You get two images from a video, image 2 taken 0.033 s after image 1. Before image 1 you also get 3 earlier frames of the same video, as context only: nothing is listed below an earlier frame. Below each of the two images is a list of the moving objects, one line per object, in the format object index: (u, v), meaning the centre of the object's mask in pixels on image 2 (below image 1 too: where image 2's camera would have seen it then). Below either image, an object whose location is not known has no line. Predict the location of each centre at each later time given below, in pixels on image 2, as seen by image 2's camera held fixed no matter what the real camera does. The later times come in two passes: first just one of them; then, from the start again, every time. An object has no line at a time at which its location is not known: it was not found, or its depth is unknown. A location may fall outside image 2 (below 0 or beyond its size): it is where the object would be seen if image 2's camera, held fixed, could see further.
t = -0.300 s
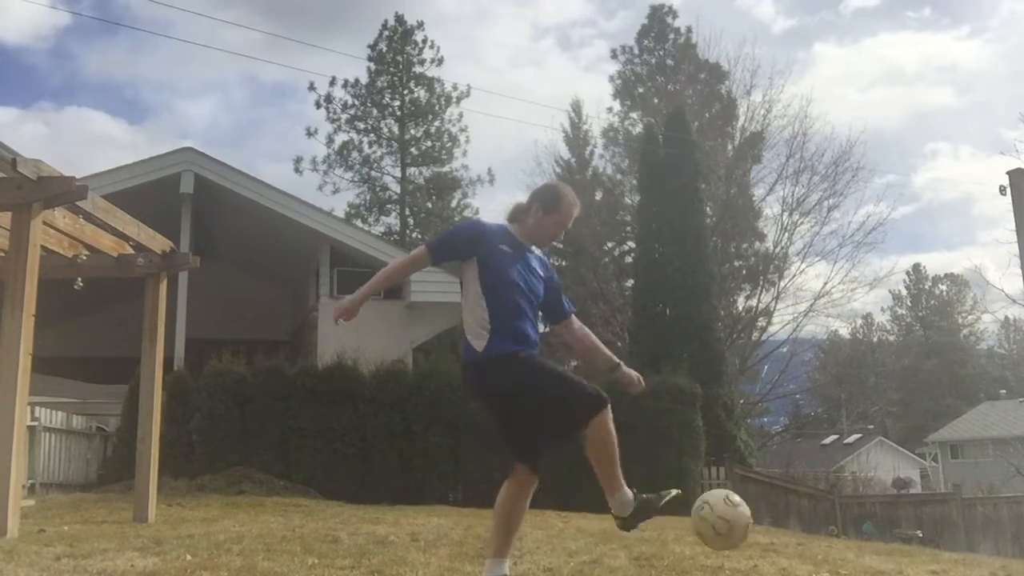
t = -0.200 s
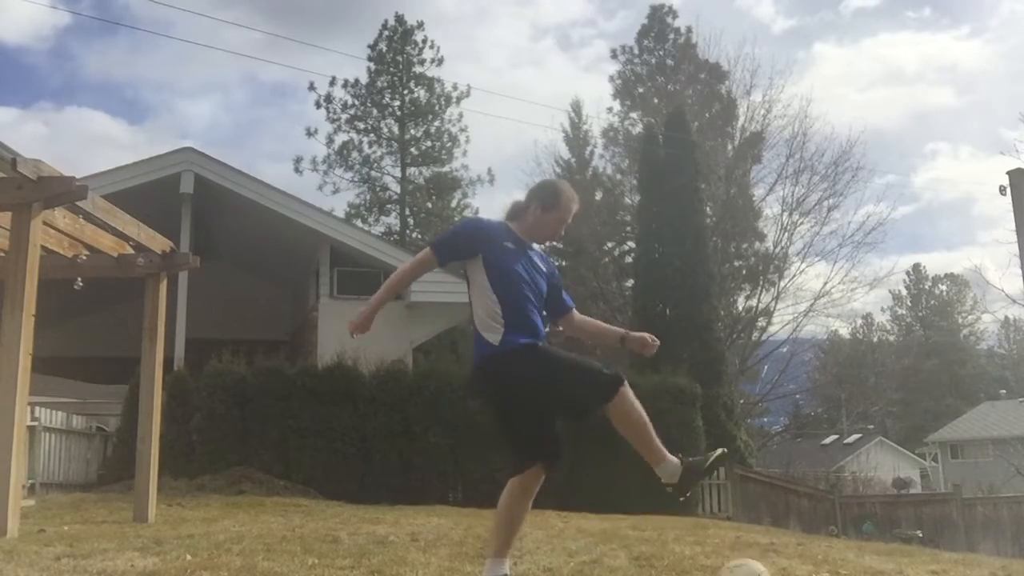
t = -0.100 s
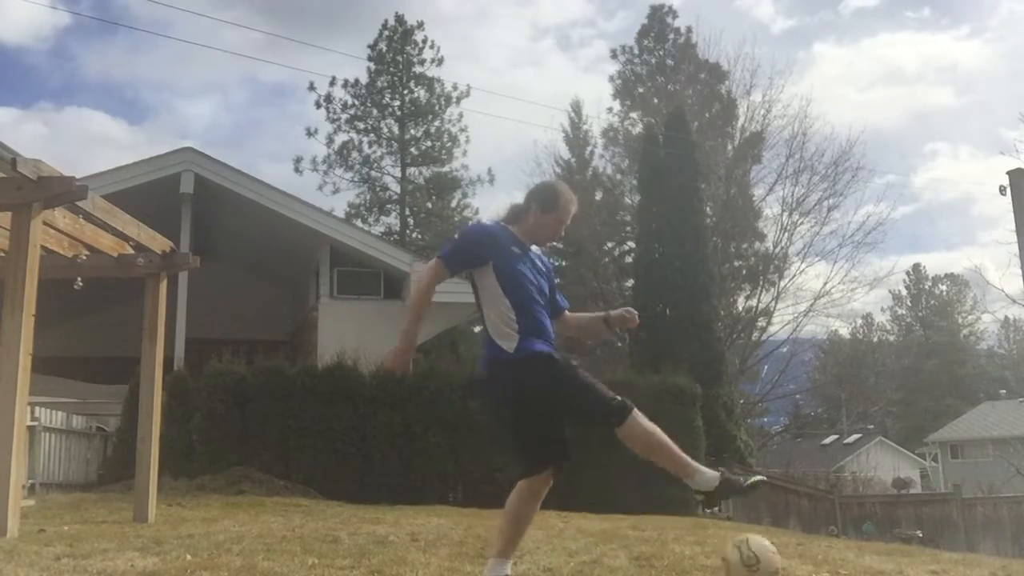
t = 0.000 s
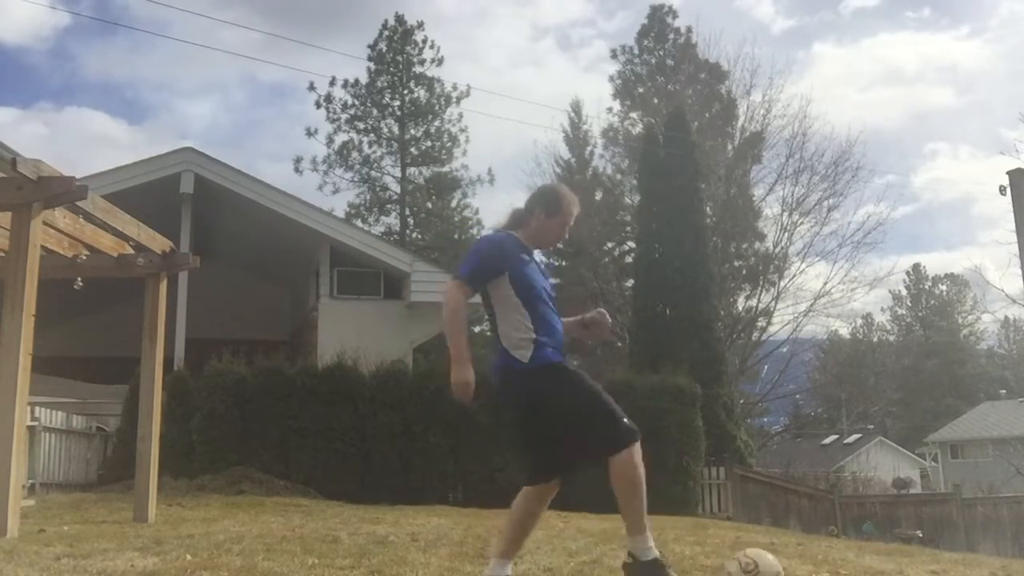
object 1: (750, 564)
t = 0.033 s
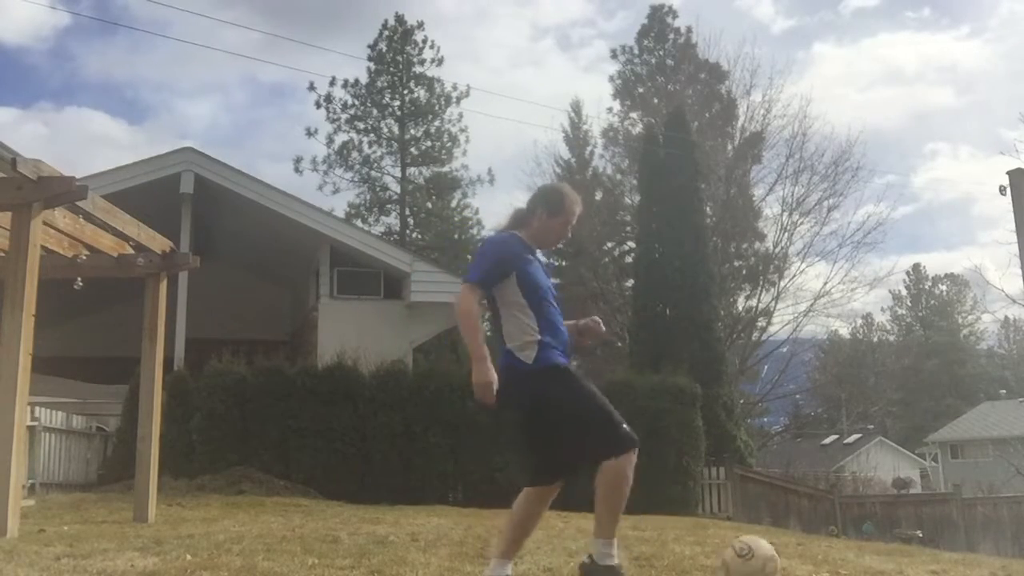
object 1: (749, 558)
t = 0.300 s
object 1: (719, 556)
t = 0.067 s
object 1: (746, 553)
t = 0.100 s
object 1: (741, 547)
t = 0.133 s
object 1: (737, 542)
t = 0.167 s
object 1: (733, 540)
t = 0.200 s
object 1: (730, 541)
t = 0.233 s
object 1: (726, 546)
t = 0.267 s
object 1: (723, 551)
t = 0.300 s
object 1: (719, 556)
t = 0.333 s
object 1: (716, 562)
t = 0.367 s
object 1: (713, 563)
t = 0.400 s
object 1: (711, 562)
